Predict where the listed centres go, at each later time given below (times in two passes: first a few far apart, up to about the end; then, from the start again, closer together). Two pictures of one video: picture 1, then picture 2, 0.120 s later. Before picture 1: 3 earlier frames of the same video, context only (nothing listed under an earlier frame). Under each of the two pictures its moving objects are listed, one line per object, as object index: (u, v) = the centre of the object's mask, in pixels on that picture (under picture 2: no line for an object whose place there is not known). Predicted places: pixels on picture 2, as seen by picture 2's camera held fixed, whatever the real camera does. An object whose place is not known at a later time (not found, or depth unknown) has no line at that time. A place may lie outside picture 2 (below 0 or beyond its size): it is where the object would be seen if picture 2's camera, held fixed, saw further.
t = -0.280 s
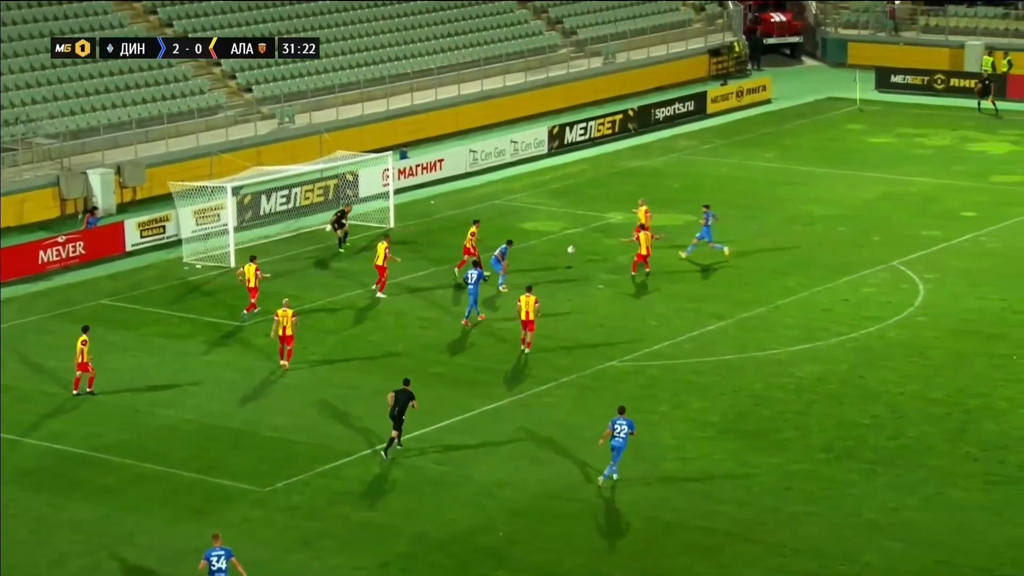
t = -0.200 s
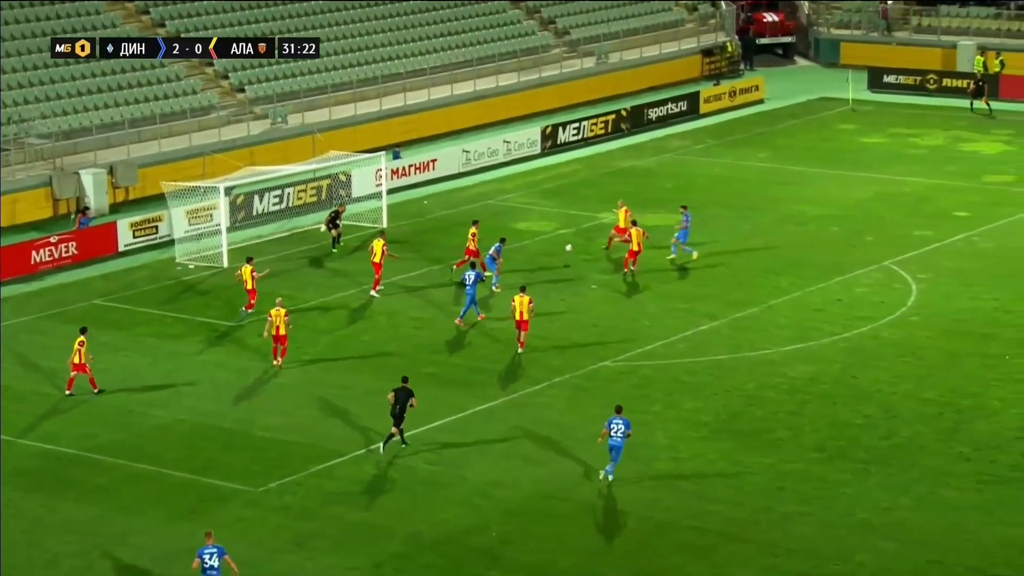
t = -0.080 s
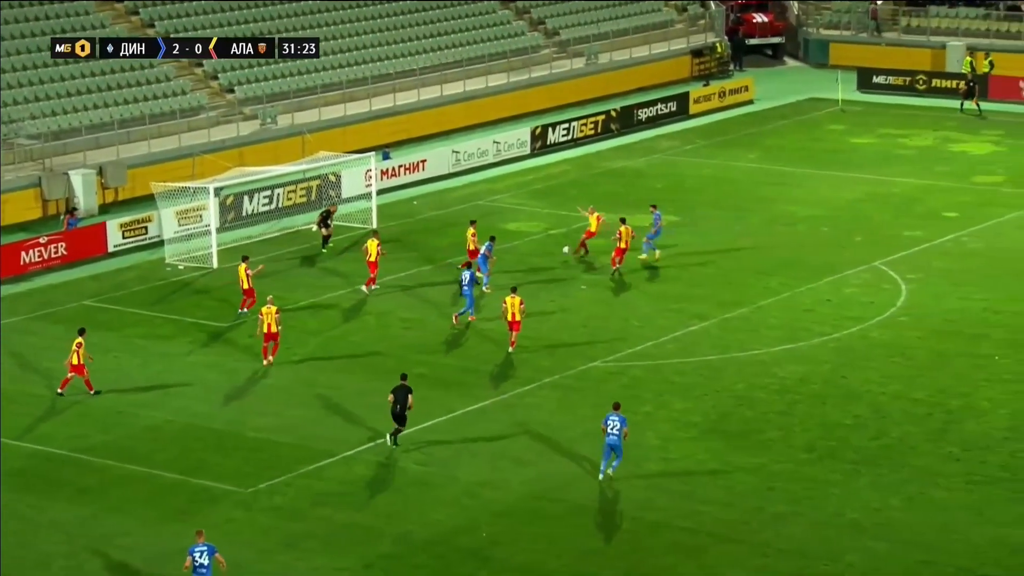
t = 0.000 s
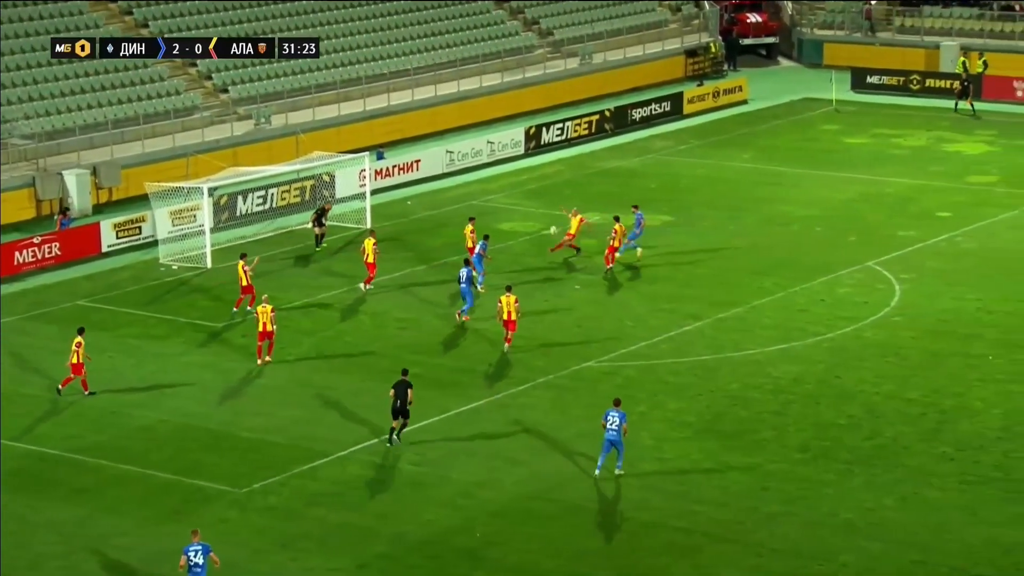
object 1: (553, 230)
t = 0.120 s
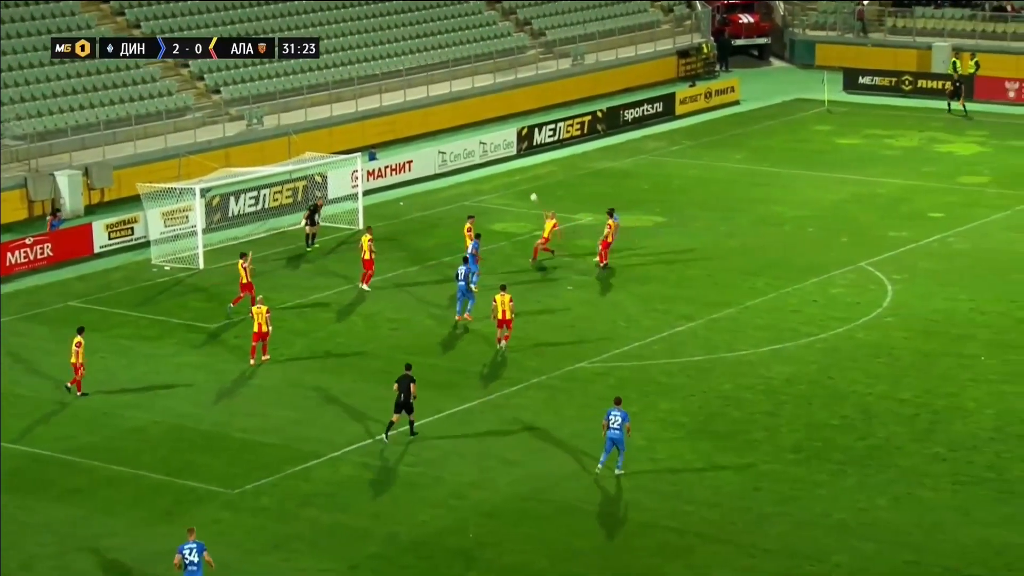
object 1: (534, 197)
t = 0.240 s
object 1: (523, 167)
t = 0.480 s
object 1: (509, 120)
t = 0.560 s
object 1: (505, 108)
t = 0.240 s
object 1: (523, 167)
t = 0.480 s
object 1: (509, 120)
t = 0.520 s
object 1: (507, 114)
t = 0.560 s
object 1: (505, 108)
